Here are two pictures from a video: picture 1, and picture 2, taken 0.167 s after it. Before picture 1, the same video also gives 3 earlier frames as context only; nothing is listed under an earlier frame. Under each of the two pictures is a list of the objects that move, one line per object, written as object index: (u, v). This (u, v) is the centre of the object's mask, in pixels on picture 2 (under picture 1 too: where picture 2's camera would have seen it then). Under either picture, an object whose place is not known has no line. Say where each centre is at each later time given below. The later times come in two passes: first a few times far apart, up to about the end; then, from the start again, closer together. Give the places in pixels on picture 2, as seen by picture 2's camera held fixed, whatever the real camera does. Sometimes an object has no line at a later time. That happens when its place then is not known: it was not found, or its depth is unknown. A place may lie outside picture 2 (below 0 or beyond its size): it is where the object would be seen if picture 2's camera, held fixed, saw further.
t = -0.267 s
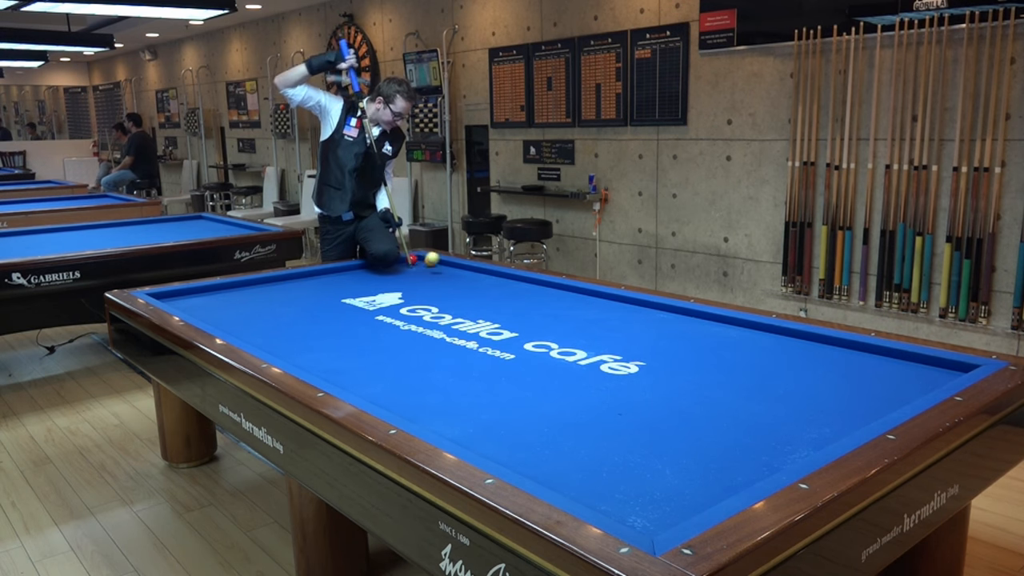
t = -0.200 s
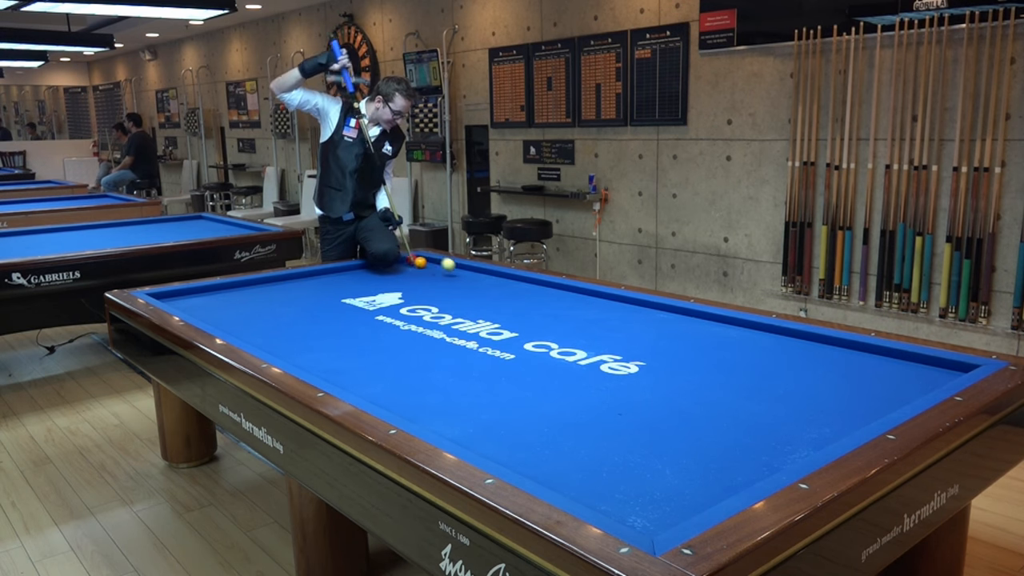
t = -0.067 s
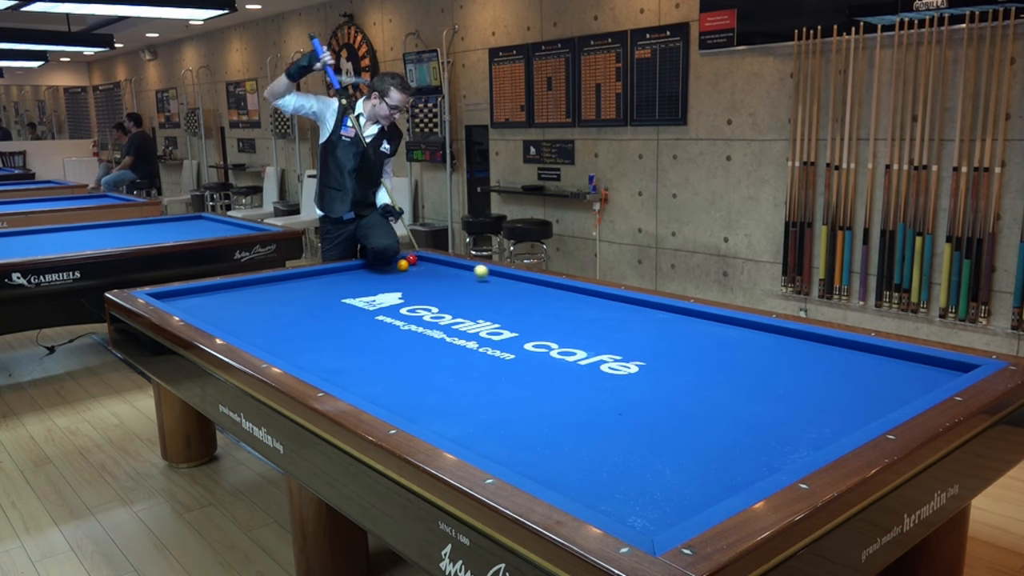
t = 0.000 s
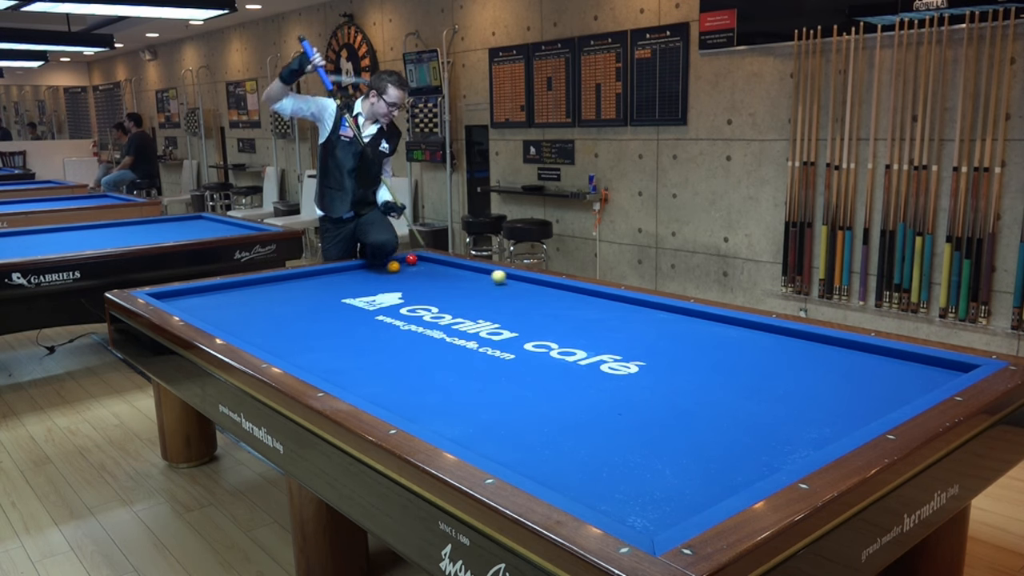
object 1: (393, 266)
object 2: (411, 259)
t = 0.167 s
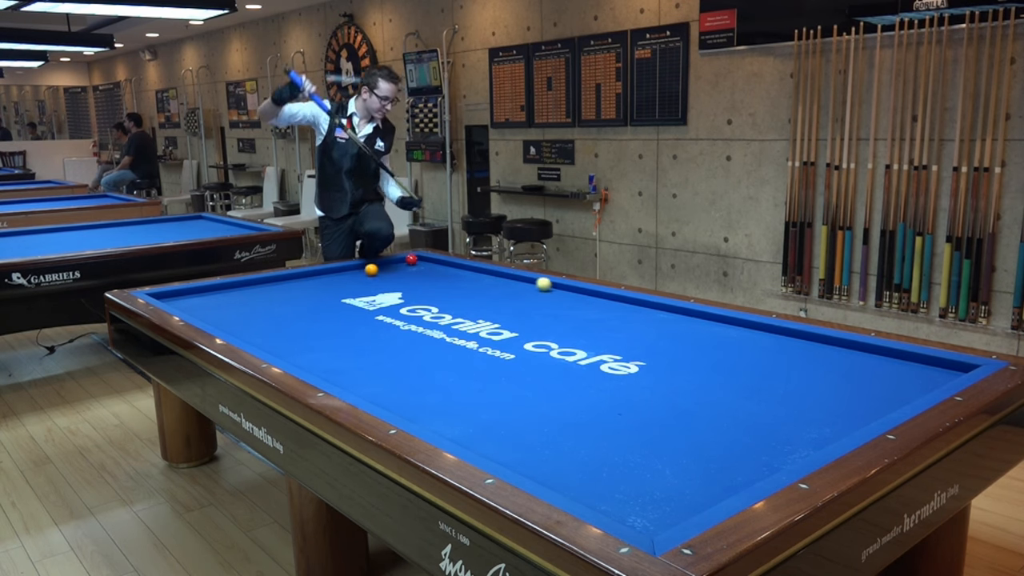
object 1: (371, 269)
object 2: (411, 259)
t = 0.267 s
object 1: (358, 272)
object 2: (411, 259)
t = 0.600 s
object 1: (311, 278)
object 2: (411, 260)
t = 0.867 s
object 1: (271, 284)
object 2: (411, 259)
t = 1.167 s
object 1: (225, 291)
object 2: (411, 259)
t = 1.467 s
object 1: (176, 299)
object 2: (411, 259)
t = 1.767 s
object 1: (189, 297)
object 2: (411, 259)
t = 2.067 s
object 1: (215, 293)
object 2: (411, 259)
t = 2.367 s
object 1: (240, 289)
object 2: (411, 259)
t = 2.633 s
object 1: (261, 286)
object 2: (411, 259)
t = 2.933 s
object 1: (283, 283)
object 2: (411, 259)
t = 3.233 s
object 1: (303, 280)
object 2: (411, 259)
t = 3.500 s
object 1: (319, 278)
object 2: (400, 259)
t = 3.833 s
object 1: (338, 275)
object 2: (392, 262)
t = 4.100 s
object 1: (352, 272)
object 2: (387, 264)
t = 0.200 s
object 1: (367, 270)
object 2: (411, 259)
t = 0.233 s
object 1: (362, 271)
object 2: (411, 259)
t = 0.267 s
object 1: (358, 272)
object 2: (411, 259)
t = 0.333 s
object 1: (349, 273)
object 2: (411, 259)
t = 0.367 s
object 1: (344, 274)
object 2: (411, 259)
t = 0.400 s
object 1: (339, 274)
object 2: (411, 259)
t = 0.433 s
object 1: (335, 275)
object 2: (411, 259)
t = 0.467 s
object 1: (330, 276)
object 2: (411, 260)
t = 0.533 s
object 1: (320, 277)
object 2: (411, 259)
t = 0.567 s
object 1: (316, 278)
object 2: (411, 259)
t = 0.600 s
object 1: (311, 278)
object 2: (411, 260)
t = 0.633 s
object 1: (306, 279)
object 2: (411, 260)
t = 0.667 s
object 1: (301, 280)
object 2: (411, 260)
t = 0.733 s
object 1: (291, 281)
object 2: (411, 260)
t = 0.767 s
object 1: (286, 282)
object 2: (411, 259)
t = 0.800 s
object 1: (281, 283)
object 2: (411, 259)
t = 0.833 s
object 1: (276, 284)
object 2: (411, 259)
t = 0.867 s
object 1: (271, 284)
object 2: (411, 259)
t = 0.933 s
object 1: (261, 286)
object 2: (411, 259)
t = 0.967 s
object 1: (256, 287)
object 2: (411, 259)
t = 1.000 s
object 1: (251, 287)
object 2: (411, 260)
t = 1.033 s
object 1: (246, 288)
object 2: (411, 260)
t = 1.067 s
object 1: (241, 289)
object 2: (411, 260)
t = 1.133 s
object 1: (230, 290)
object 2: (411, 259)
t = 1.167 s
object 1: (225, 291)
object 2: (411, 259)
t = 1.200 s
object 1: (219, 292)
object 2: (411, 259)
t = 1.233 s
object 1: (214, 293)
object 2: (411, 260)
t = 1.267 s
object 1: (209, 294)
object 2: (411, 259)
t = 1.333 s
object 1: (198, 295)
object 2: (411, 259)
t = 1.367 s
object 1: (192, 296)
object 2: (411, 259)
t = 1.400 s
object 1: (187, 297)
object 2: (411, 259)
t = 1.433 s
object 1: (181, 298)
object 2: (411, 259)
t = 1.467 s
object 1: (176, 299)
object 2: (411, 259)
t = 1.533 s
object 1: (166, 299)
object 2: (411, 259)
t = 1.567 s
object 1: (167, 299)
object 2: (411, 259)
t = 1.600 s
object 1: (172, 299)
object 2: (411, 259)
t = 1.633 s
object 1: (175, 299)
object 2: (411, 259)
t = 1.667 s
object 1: (179, 298)
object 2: (411, 259)
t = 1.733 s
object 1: (185, 297)
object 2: (411, 259)
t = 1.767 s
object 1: (189, 297)
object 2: (411, 259)
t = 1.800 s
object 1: (192, 296)
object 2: (411, 259)
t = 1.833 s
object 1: (195, 296)
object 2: (411, 259)
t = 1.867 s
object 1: (198, 296)
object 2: (411, 259)
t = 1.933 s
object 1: (204, 295)
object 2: (411, 259)
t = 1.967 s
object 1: (207, 294)
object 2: (411, 259)
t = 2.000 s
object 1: (210, 294)
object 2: (411, 259)
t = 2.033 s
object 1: (213, 293)
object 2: (411, 259)
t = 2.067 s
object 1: (215, 293)
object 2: (411, 259)
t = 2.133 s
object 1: (221, 292)
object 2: (411, 259)
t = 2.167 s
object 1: (224, 292)
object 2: (411, 259)
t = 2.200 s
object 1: (227, 291)
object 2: (411, 259)
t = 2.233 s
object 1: (230, 291)
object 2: (411, 259)
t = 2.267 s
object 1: (232, 290)
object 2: (411, 259)
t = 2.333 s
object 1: (237, 290)
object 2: (411, 259)
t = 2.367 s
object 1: (240, 289)
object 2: (411, 259)
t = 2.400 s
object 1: (243, 289)
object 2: (411, 259)
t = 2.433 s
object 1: (245, 288)
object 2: (411, 259)
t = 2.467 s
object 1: (248, 288)
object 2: (411, 259)
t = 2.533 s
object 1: (253, 287)
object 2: (411, 259)
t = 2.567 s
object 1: (256, 287)
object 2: (411, 259)
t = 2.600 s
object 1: (258, 286)
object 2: (411, 259)
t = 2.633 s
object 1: (261, 286)
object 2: (411, 259)
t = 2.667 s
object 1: (263, 286)
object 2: (411, 259)
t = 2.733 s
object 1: (268, 285)
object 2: (411, 259)
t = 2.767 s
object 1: (271, 285)
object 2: (411, 259)
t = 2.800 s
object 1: (273, 284)
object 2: (411, 259)
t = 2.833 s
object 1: (275, 284)
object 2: (411, 259)
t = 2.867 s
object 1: (278, 284)
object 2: (411, 259)
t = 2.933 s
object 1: (283, 283)
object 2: (411, 259)
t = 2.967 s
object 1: (285, 282)
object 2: (411, 259)
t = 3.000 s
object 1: (287, 282)
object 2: (411, 259)
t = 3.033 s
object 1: (289, 282)
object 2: (411, 259)
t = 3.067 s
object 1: (292, 282)
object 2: (411, 259)
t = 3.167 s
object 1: (298, 280)
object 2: (411, 259)
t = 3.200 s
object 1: (300, 280)
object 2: (411, 259)
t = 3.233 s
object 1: (303, 280)
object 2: (411, 259)
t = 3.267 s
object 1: (305, 280)
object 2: (411, 259)
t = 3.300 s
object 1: (307, 280)
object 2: (411, 259)
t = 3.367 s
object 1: (311, 279)
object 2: (411, 259)
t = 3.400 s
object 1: (313, 279)
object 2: (409, 259)
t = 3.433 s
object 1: (315, 278)
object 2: (405, 259)
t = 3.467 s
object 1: (317, 278)
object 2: (403, 259)
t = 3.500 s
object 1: (319, 278)
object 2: (400, 259)
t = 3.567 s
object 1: (323, 277)
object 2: (397, 260)
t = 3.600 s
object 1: (325, 277)
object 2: (396, 260)
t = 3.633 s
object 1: (327, 276)
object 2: (395, 260)
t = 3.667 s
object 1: (329, 276)
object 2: (395, 261)
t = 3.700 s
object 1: (331, 276)
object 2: (394, 261)
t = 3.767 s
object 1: (334, 275)
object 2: (393, 262)
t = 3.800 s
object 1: (336, 275)
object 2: (392, 262)
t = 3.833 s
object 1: (338, 275)
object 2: (392, 262)
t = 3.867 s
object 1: (340, 274)
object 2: (391, 262)
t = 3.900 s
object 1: (342, 274)
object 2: (390, 263)
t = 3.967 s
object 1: (345, 273)
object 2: (389, 263)
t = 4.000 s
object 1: (347, 273)
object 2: (388, 264)
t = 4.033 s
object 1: (349, 273)
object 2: (388, 264)
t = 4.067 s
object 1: (350, 273)
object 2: (387, 264)
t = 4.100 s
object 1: (352, 272)
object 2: (387, 264)
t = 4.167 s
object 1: (356, 272)
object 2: (385, 265)
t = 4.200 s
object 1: (357, 272)
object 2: (384, 265)
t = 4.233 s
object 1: (359, 271)
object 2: (384, 265)
